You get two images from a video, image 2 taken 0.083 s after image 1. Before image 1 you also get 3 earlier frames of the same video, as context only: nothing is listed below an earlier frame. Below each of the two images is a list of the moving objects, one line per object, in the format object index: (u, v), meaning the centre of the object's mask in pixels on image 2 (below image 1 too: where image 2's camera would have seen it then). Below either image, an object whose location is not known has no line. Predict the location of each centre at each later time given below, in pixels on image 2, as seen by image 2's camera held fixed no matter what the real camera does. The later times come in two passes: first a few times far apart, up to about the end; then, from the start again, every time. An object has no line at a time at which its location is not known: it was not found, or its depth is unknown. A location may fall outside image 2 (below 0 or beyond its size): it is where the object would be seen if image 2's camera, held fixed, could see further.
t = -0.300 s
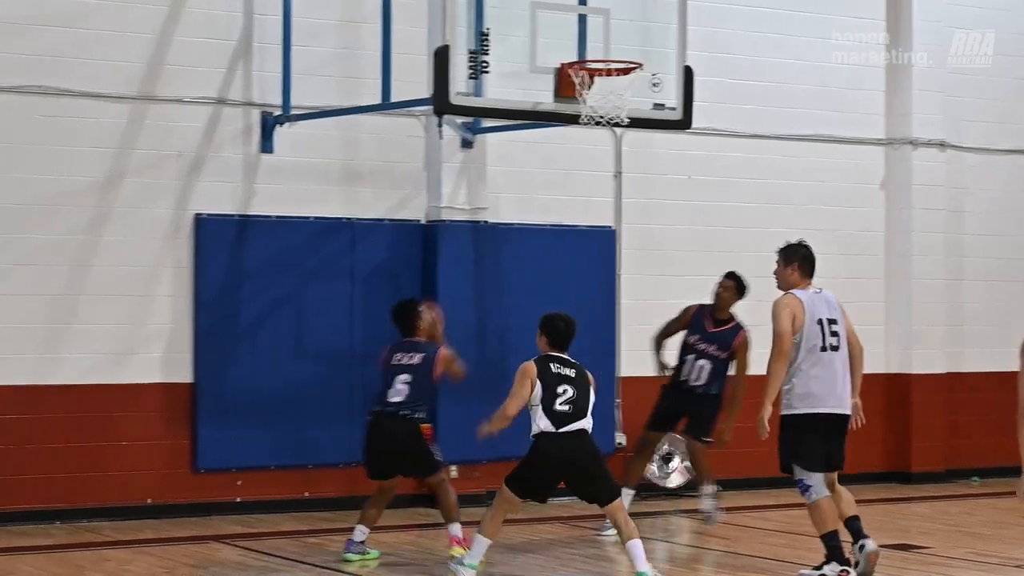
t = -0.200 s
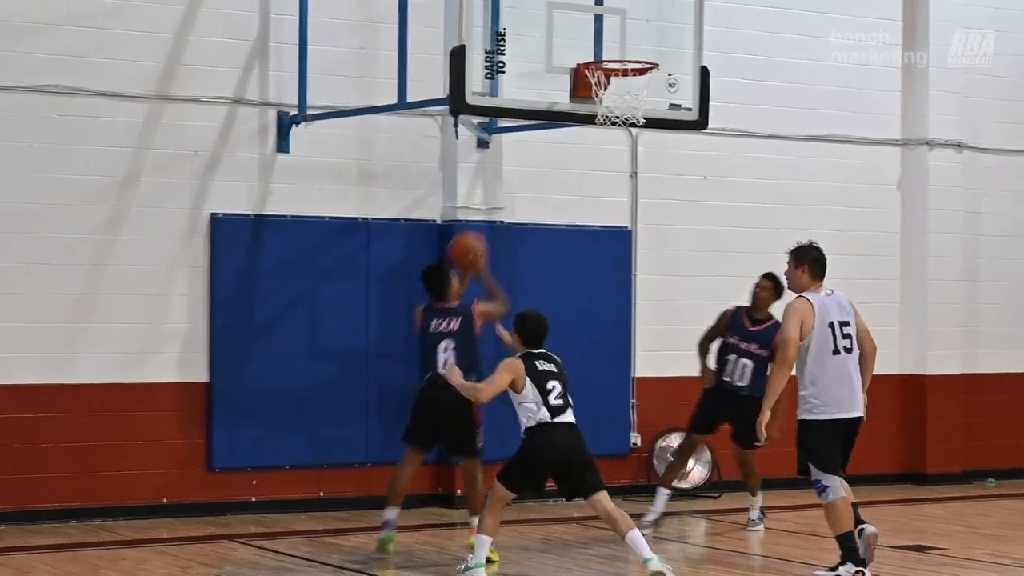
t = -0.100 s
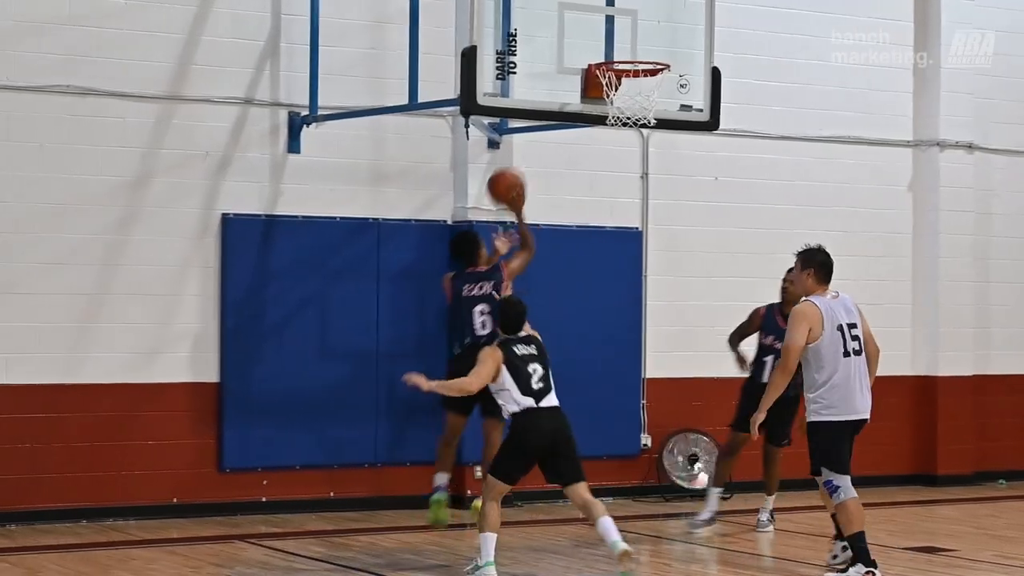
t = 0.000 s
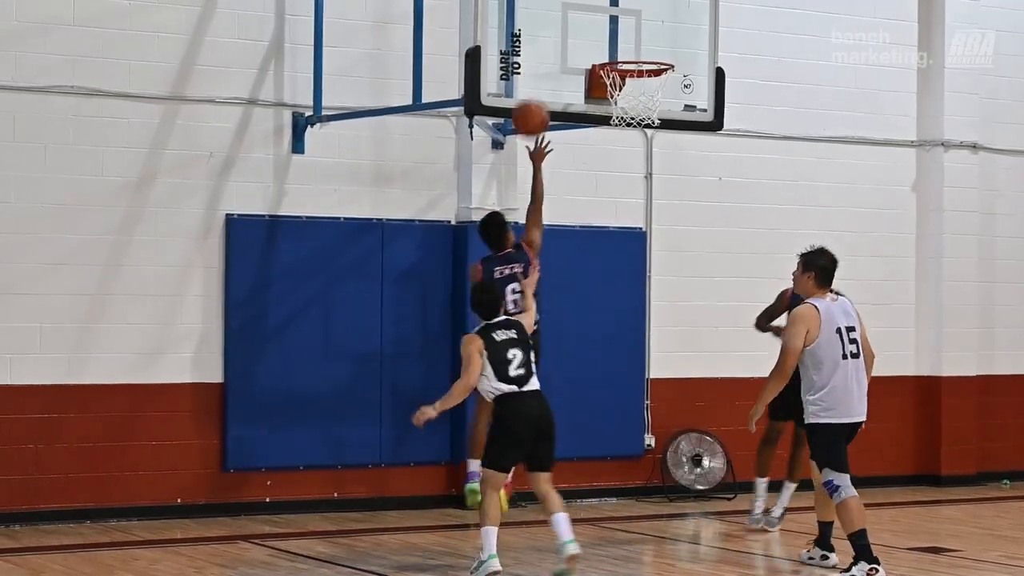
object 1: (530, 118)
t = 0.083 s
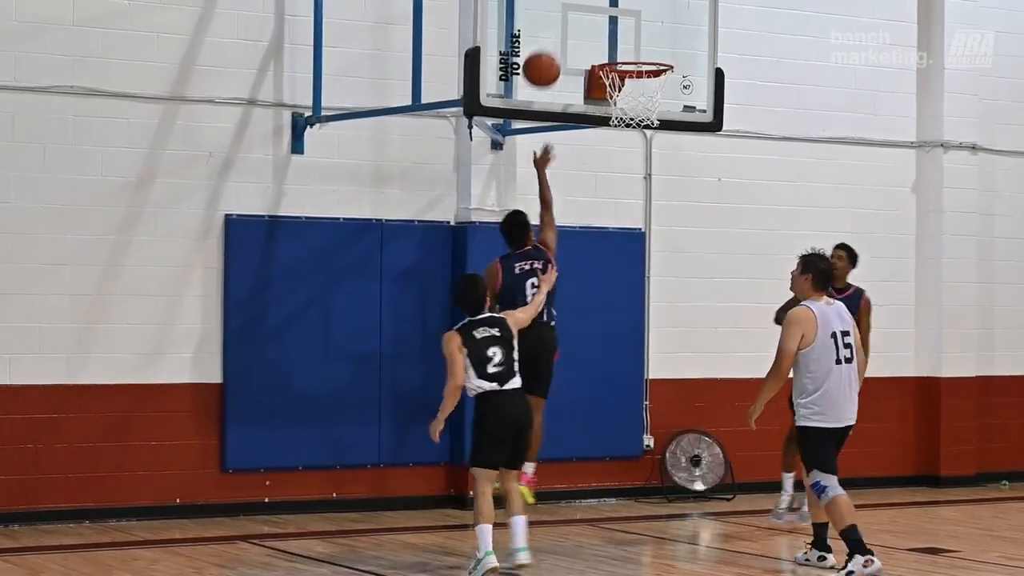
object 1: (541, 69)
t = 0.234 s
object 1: (575, 29)
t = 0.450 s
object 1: (638, 48)
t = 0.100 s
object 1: (543, 61)
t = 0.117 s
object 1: (546, 53)
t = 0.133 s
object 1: (548, 45)
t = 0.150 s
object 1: (552, 41)
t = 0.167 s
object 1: (556, 37)
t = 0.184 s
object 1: (561, 35)
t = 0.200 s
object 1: (566, 33)
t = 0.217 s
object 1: (571, 31)
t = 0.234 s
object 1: (575, 29)
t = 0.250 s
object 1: (580, 28)
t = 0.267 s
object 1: (585, 28)
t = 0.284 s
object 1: (590, 28)
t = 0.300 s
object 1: (595, 28)
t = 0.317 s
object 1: (600, 29)
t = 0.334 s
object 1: (604, 30)
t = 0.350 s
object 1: (609, 32)
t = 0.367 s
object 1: (614, 34)
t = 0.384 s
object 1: (619, 36)
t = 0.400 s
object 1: (624, 39)
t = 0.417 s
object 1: (628, 42)
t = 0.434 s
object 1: (633, 45)
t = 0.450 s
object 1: (638, 48)
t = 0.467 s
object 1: (643, 50)
